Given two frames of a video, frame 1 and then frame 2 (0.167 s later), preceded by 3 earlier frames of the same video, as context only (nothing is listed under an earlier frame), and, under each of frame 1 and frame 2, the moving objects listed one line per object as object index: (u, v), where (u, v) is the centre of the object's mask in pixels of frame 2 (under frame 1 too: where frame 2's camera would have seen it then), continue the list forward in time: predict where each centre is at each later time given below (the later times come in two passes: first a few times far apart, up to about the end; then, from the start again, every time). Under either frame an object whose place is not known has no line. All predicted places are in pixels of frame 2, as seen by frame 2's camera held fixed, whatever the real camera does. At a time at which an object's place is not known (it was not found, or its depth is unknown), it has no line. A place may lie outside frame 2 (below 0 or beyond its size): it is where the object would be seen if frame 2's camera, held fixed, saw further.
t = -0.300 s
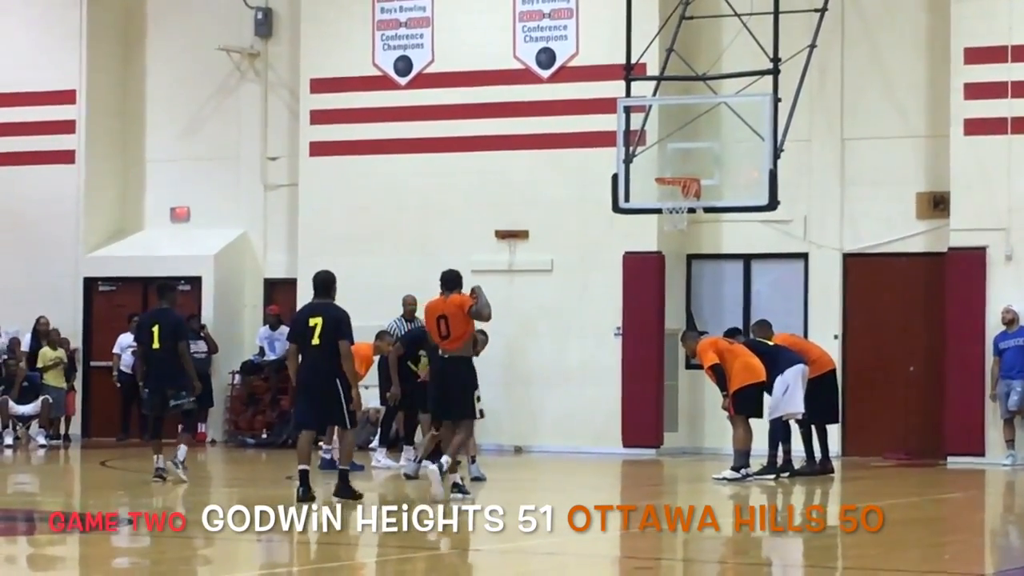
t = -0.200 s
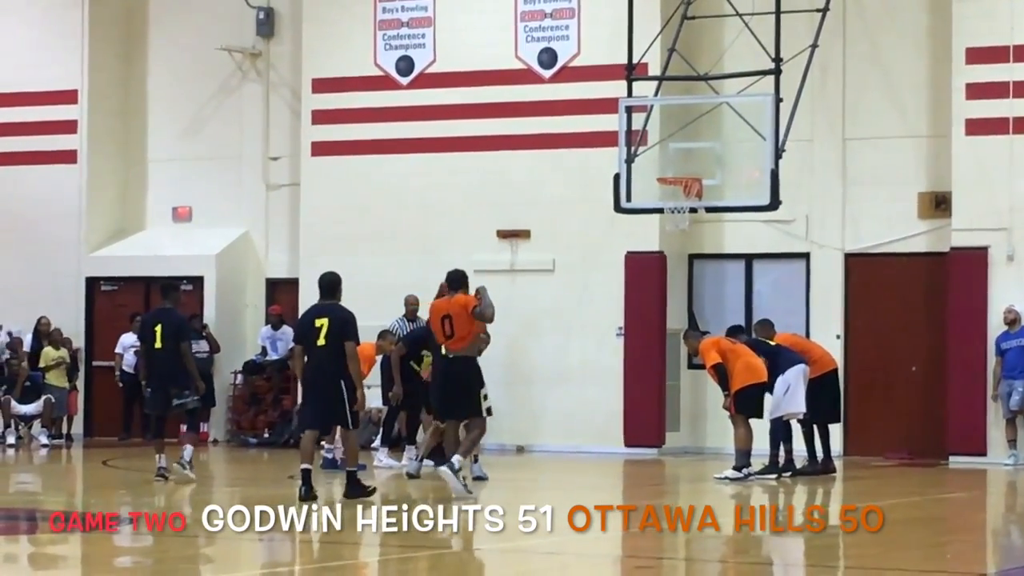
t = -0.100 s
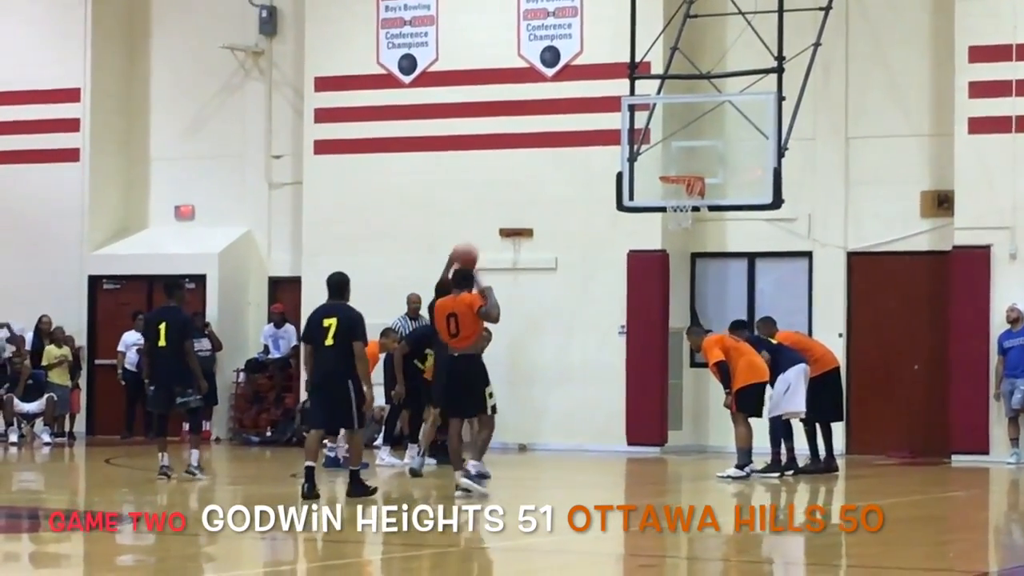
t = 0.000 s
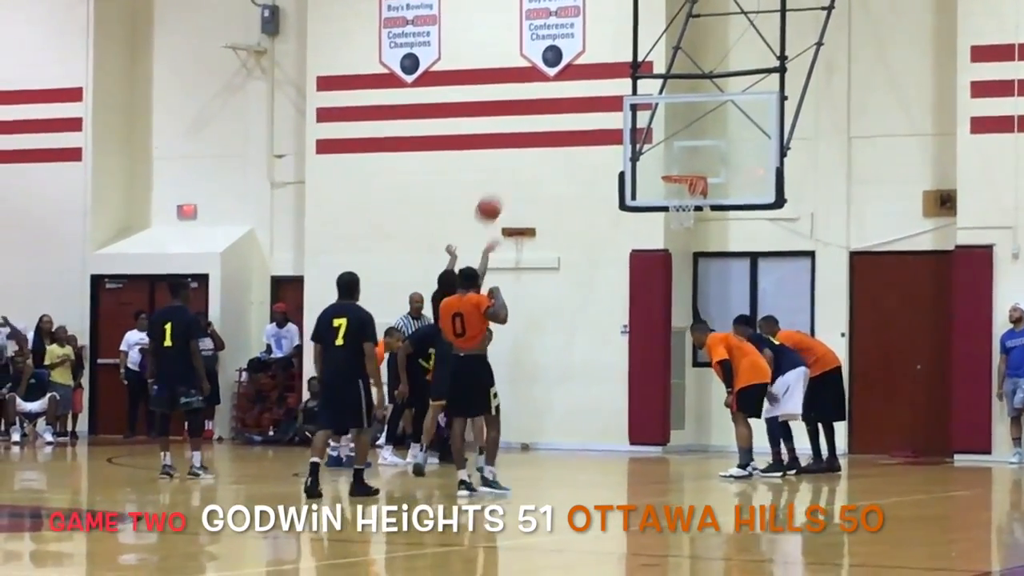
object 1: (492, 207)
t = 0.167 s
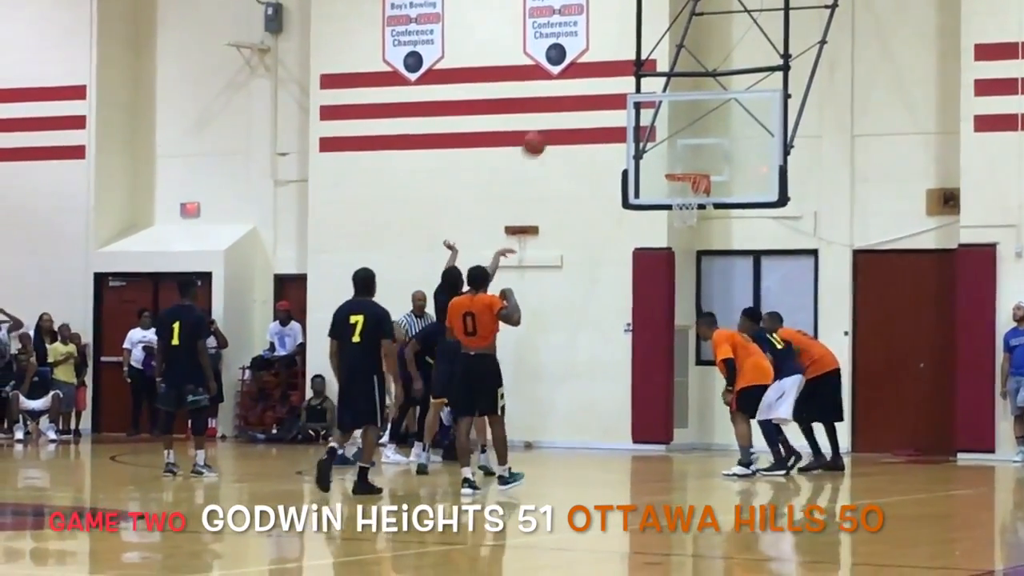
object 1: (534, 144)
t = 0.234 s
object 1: (550, 127)
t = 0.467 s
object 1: (602, 105)
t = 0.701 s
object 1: (650, 133)
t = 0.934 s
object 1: (684, 156)
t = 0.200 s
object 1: (542, 135)
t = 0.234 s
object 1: (550, 127)
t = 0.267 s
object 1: (557, 120)
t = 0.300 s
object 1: (565, 115)
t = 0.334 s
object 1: (572, 111)
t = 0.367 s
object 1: (580, 107)
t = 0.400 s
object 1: (588, 106)
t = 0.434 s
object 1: (595, 105)
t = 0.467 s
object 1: (602, 105)
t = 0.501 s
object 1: (609, 106)
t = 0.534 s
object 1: (615, 107)
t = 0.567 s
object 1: (623, 111)
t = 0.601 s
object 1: (630, 115)
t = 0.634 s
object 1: (637, 120)
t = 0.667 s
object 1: (644, 126)
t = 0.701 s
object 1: (650, 133)
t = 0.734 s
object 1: (656, 140)
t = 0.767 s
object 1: (664, 150)
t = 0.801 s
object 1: (670, 160)
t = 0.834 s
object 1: (674, 162)
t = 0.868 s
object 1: (677, 159)
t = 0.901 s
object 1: (681, 157)
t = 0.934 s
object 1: (684, 156)
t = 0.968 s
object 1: (687, 155)
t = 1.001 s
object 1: (691, 156)
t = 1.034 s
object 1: (694, 157)
